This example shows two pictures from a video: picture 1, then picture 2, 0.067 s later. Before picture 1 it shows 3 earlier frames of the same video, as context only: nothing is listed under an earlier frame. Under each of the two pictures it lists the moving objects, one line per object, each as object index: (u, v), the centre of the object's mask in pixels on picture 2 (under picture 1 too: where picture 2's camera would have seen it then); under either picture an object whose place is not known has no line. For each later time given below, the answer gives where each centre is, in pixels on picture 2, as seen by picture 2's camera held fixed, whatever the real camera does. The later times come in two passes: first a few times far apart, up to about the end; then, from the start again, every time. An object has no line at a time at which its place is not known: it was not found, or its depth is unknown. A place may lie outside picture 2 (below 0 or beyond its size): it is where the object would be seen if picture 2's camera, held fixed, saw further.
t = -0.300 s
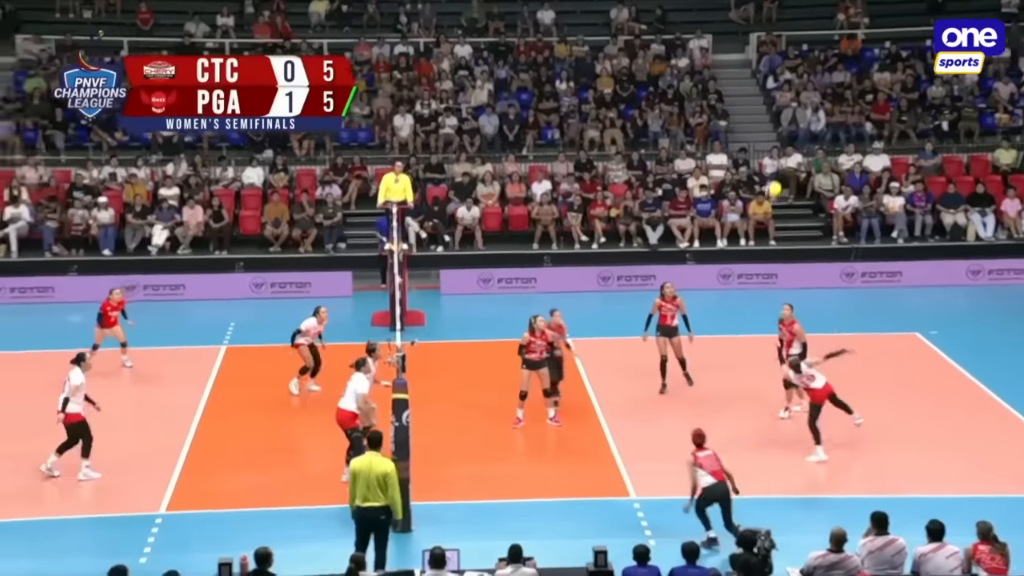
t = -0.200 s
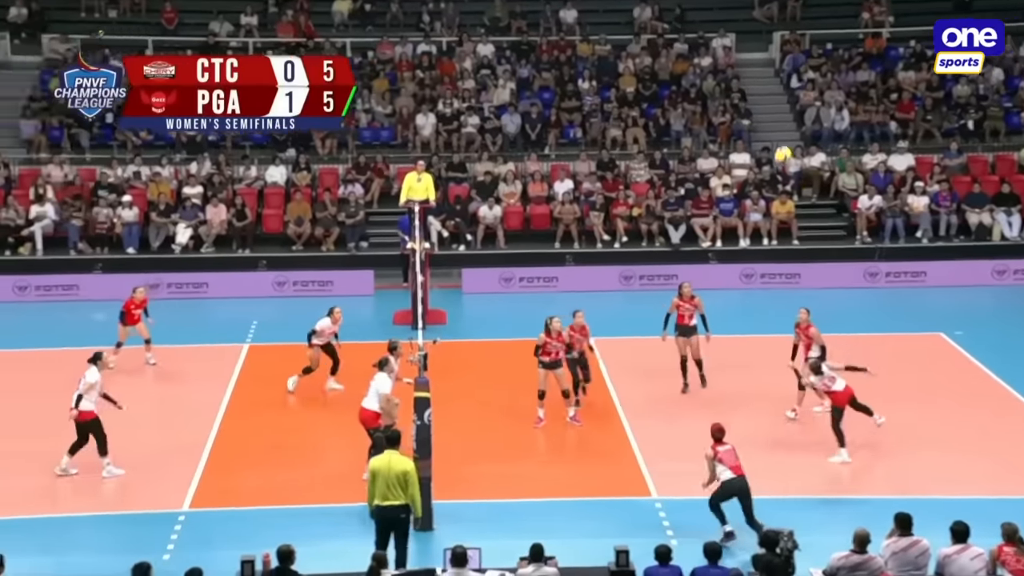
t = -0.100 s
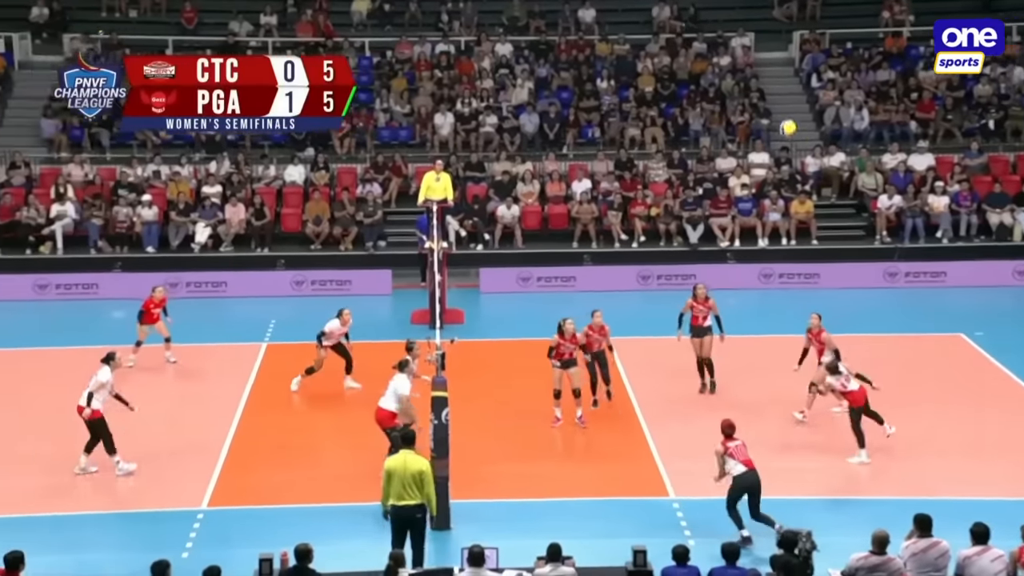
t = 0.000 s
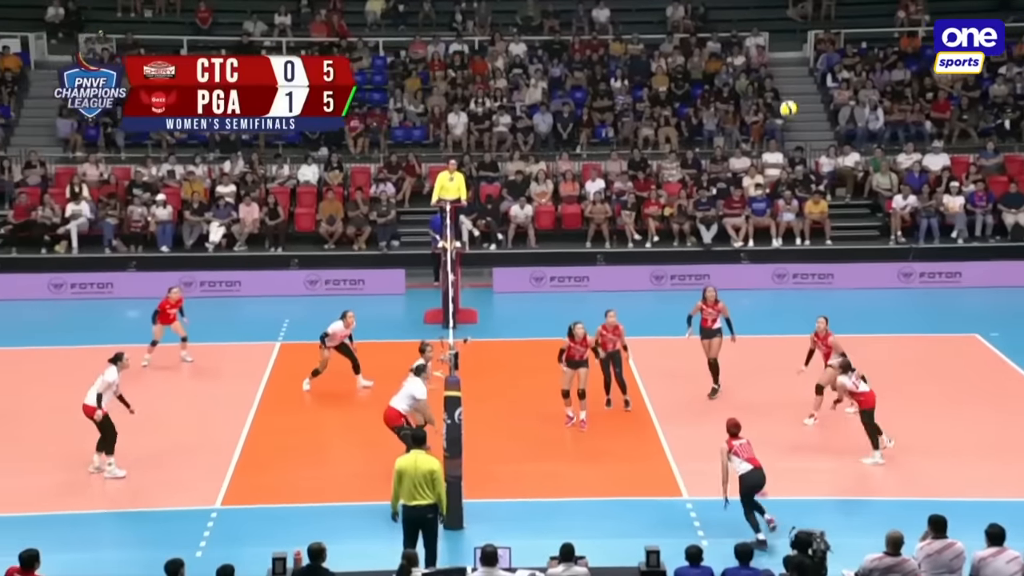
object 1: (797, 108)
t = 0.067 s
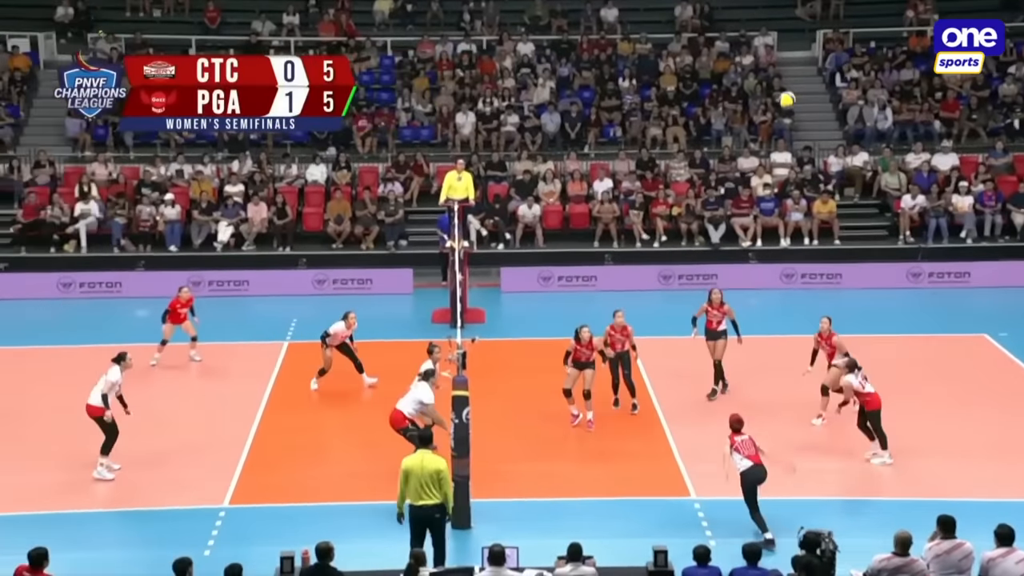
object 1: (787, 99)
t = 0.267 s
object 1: (758, 92)
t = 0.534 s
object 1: (718, 132)
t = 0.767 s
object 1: (685, 209)
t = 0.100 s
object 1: (782, 96)
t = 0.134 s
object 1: (777, 94)
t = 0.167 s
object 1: (772, 92)
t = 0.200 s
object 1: (768, 91)
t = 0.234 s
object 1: (763, 91)
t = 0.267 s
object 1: (758, 92)
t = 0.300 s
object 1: (753, 94)
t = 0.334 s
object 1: (748, 97)
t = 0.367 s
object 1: (743, 101)
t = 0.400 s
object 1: (738, 105)
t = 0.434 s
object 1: (733, 111)
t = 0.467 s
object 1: (728, 116)
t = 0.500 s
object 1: (723, 123)
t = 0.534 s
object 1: (718, 132)
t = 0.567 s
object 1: (713, 141)
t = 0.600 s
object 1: (708, 150)
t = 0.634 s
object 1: (703, 160)
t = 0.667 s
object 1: (699, 172)
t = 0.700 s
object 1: (695, 183)
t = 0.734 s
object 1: (689, 196)
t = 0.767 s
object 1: (685, 209)
